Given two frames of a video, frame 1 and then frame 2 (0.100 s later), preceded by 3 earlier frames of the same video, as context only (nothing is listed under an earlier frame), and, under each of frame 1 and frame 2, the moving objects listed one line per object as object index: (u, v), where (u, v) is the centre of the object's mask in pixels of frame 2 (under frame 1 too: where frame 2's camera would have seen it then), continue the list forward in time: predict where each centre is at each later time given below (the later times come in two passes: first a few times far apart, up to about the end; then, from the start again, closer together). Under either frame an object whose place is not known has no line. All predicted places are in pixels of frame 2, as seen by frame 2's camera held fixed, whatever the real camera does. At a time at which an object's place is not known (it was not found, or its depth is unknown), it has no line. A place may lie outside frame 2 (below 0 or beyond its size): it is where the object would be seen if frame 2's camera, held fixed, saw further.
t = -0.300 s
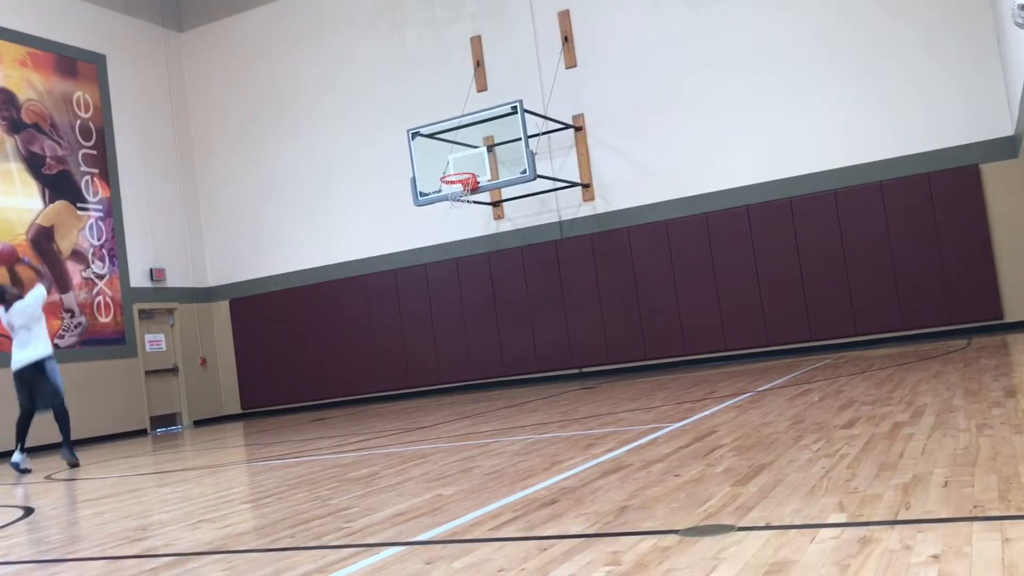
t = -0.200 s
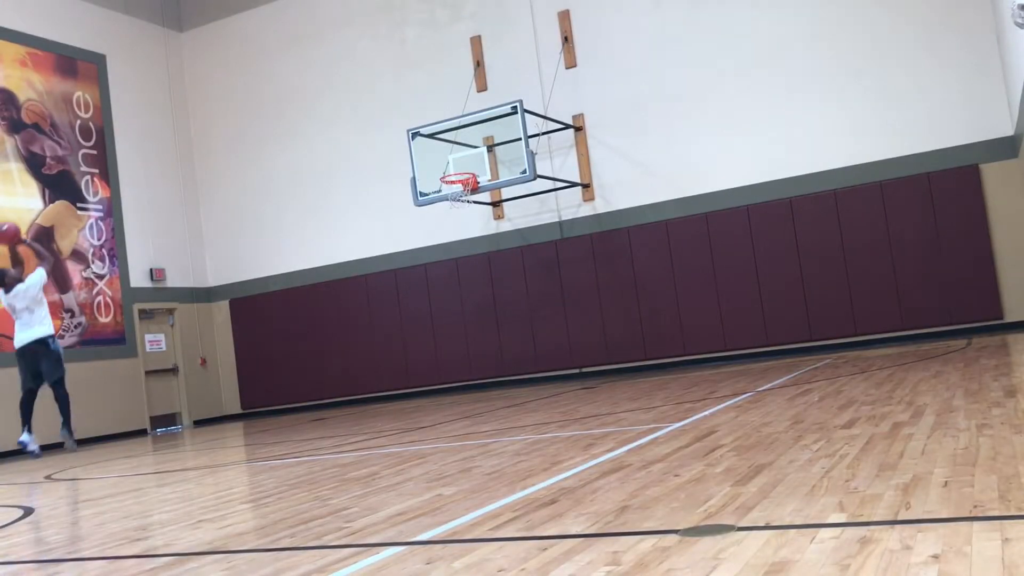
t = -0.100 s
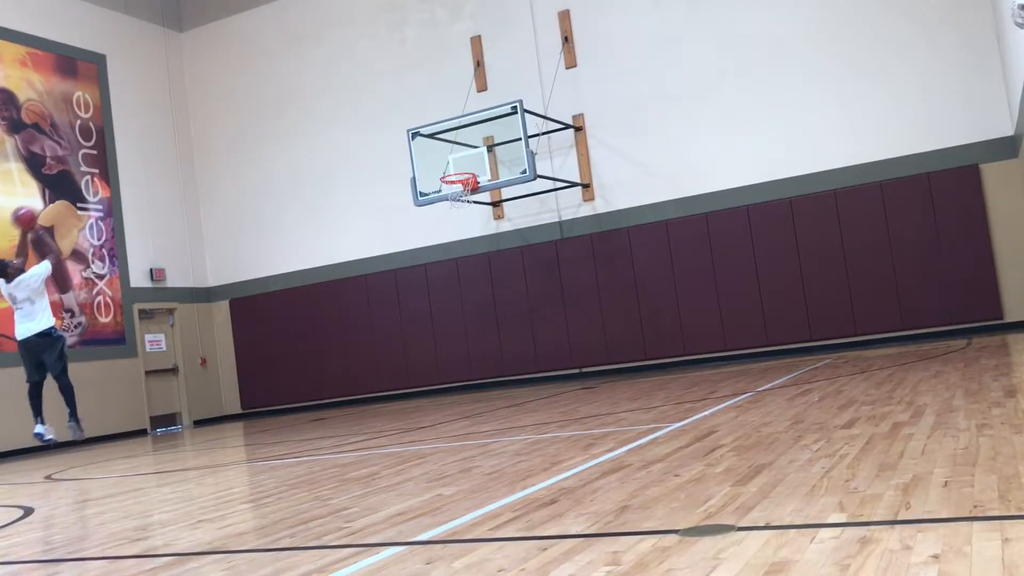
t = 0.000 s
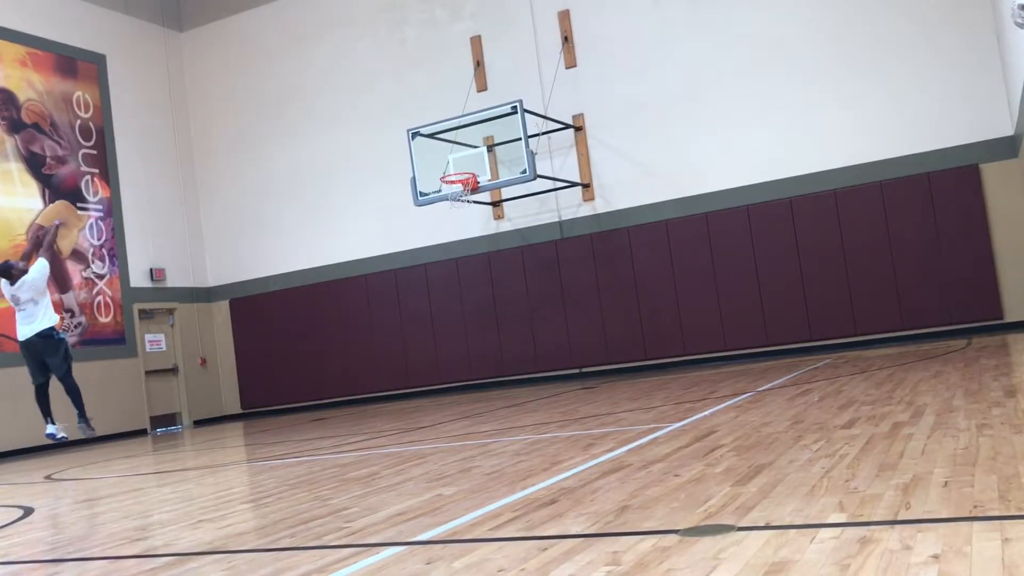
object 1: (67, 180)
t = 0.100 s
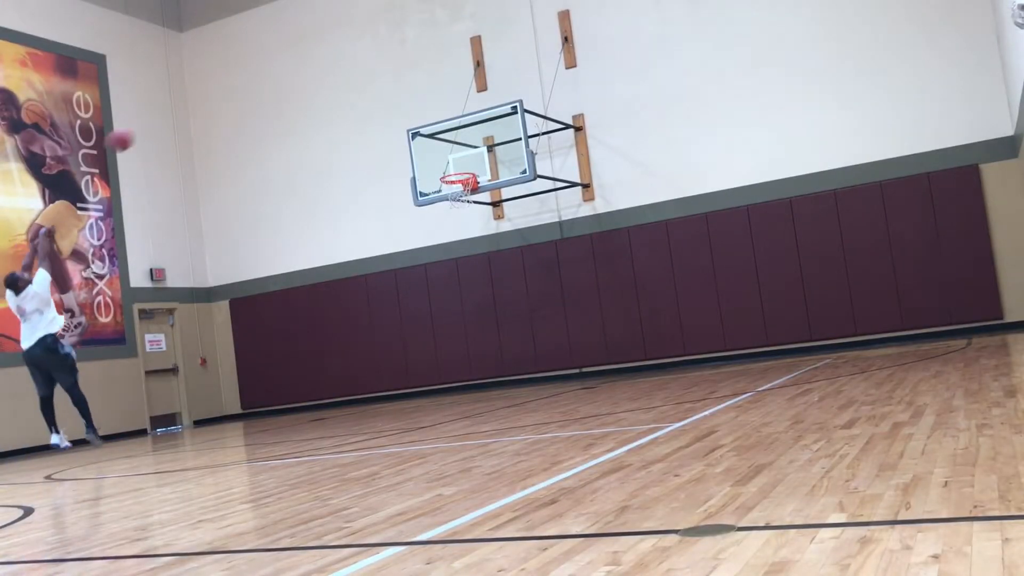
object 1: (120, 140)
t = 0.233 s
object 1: (183, 109)
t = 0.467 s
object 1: (283, 94)
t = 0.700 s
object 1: (374, 121)
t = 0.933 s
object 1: (454, 175)
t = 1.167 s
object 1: (458, 204)
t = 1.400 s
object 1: (462, 269)
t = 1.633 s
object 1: (473, 371)
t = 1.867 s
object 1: (468, 326)
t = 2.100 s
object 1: (466, 293)
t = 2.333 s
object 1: (468, 294)
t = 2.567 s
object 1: (473, 330)
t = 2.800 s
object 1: (481, 373)
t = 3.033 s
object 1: (478, 335)
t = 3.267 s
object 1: (479, 331)
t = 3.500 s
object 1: (484, 358)
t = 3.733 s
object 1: (488, 362)
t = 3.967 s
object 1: (482, 356)
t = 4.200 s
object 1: (478, 382)
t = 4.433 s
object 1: (476, 365)
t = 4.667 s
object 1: (480, 378)
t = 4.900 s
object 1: (479, 371)
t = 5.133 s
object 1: (482, 380)
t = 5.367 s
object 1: (484, 379)
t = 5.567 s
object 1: (485, 379)
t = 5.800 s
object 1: (485, 380)
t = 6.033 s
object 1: (486, 380)
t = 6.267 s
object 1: (488, 380)
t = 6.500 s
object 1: (489, 380)
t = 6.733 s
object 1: (491, 381)
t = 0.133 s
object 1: (136, 131)
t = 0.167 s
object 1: (152, 122)
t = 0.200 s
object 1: (167, 115)
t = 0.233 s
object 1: (183, 109)
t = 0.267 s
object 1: (198, 104)
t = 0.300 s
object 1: (213, 99)
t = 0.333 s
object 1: (228, 96)
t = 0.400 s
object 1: (256, 93)
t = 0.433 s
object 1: (270, 93)
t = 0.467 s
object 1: (283, 94)
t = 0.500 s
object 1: (297, 95)
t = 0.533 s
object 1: (310, 98)
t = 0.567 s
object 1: (323, 101)
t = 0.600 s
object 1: (336, 105)
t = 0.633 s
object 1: (349, 110)
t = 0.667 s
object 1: (362, 115)
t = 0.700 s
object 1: (374, 121)
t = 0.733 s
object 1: (386, 128)
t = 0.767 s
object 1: (398, 136)
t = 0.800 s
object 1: (410, 145)
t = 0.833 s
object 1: (423, 153)
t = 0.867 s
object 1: (434, 162)
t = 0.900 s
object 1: (445, 170)
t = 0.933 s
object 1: (454, 175)
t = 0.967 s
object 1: (461, 179)
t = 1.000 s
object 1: (459, 179)
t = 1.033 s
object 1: (457, 180)
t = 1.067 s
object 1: (456, 183)
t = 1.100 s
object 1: (457, 190)
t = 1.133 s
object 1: (458, 196)
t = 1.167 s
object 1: (458, 204)
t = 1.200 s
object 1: (458, 210)
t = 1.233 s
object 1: (458, 218)
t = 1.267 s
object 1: (459, 227)
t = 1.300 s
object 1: (460, 237)
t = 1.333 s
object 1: (461, 247)
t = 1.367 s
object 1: (462, 258)
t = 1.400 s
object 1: (462, 269)
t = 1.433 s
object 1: (464, 281)
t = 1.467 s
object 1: (465, 296)
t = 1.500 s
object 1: (466, 309)
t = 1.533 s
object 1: (468, 324)
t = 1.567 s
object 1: (469, 339)
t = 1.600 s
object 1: (470, 354)
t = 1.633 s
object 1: (473, 371)
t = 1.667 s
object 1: (475, 388)
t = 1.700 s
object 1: (473, 377)
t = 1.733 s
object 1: (471, 366)
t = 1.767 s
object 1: (470, 355)
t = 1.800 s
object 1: (468, 346)
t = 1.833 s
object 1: (468, 334)
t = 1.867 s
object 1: (468, 326)
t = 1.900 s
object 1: (468, 320)
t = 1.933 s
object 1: (467, 313)
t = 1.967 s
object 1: (466, 308)
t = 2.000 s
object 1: (467, 303)
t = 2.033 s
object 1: (466, 299)
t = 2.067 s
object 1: (466, 296)
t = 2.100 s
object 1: (466, 293)
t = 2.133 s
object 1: (466, 291)
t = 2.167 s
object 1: (466, 290)
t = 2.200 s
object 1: (466, 290)
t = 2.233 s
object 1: (466, 290)
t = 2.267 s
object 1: (467, 291)
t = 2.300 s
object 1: (467, 292)
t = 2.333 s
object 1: (468, 294)
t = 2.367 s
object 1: (469, 298)
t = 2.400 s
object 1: (469, 301)
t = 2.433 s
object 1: (470, 307)
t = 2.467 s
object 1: (470, 311)
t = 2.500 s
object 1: (471, 317)
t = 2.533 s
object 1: (472, 323)
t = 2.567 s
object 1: (473, 330)
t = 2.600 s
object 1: (474, 337)
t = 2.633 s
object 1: (475, 347)
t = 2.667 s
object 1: (477, 357)
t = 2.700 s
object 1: (479, 366)
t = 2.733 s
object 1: (481, 377)
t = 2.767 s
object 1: (482, 382)
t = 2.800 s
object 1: (481, 373)
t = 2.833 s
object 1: (479, 365)
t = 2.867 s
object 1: (479, 358)
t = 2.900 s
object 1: (479, 352)
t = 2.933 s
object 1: (479, 347)
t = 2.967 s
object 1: (478, 342)
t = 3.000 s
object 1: (478, 338)
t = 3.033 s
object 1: (478, 335)
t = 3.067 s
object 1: (478, 334)
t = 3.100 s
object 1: (478, 333)
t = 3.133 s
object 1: (478, 330)
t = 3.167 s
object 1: (478, 329)
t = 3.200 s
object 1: (478, 330)
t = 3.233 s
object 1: (478, 330)
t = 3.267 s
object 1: (479, 331)
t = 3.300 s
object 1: (480, 332)
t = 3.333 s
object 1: (480, 335)
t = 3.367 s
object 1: (481, 338)
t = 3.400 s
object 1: (482, 342)
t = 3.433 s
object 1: (483, 347)
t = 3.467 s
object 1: (484, 352)
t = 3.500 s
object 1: (484, 358)
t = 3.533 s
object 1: (485, 364)
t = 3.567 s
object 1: (486, 372)
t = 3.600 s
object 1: (488, 380)
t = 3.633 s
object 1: (488, 377)
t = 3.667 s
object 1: (487, 371)
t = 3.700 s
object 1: (488, 365)
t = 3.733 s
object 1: (488, 362)
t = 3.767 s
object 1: (487, 359)
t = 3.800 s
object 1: (486, 358)
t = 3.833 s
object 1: (485, 356)
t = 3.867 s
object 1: (483, 355)
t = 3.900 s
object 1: (482, 355)
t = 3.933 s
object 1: (482, 356)
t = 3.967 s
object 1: (482, 356)
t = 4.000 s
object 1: (482, 357)
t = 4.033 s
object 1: (480, 360)
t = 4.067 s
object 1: (478, 364)
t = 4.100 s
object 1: (478, 367)
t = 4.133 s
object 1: (477, 371)
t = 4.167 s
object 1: (478, 377)
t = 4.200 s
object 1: (478, 382)
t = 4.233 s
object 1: (478, 380)
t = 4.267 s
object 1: (477, 375)
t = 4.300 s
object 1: (476, 370)
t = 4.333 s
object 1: (476, 368)
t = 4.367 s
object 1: (476, 367)
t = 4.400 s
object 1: (476, 365)
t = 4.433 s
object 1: (476, 365)
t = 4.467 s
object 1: (476, 365)
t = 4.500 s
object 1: (476, 365)
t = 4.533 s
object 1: (477, 366)
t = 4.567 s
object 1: (477, 368)
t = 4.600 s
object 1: (478, 370)
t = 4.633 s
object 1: (479, 374)
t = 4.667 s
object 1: (480, 378)
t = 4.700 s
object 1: (480, 381)
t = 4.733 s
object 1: (480, 379)
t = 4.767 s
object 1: (480, 376)
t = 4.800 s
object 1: (480, 372)
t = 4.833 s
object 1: (479, 371)
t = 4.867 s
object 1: (479, 371)
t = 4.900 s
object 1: (479, 371)
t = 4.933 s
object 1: (479, 371)
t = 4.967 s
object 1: (480, 371)
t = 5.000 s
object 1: (480, 372)
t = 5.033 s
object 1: (481, 376)
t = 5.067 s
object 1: (481, 378)
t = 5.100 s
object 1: (481, 381)
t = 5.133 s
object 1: (482, 380)
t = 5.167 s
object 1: (483, 378)
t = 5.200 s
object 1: (483, 377)
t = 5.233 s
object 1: (483, 375)
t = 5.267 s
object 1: (483, 376)
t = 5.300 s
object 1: (483, 376)
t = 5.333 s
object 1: (484, 378)
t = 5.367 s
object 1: (484, 379)
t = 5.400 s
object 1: (484, 380)
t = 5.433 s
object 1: (484, 381)
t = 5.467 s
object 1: (485, 380)
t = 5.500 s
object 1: (485, 380)
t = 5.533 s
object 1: (485, 379)
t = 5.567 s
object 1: (485, 379)
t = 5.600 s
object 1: (485, 379)
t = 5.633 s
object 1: (485, 380)
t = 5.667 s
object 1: (485, 380)
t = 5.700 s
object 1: (485, 380)
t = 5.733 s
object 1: (485, 380)
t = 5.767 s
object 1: (485, 380)
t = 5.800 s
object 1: (485, 380)
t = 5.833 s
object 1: (486, 381)
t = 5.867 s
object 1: (486, 380)
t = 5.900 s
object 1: (486, 380)
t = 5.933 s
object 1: (486, 380)
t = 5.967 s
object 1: (486, 380)
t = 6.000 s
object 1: (486, 381)
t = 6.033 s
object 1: (486, 380)
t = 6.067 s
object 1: (486, 381)
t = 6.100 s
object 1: (487, 380)
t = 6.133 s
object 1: (487, 381)
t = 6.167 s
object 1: (487, 380)
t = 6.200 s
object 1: (487, 381)
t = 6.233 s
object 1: (488, 381)
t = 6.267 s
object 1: (488, 380)
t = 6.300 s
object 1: (488, 381)
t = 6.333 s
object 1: (488, 381)
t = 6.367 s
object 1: (489, 381)
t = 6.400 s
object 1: (489, 381)
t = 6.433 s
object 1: (489, 381)
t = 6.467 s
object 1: (489, 380)
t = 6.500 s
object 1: (489, 380)
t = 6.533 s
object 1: (490, 381)
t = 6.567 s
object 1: (490, 381)
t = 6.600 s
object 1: (490, 381)
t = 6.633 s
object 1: (490, 380)
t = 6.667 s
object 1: (490, 380)
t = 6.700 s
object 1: (491, 381)
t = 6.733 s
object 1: (491, 381)
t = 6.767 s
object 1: (491, 381)
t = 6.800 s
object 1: (491, 380)
